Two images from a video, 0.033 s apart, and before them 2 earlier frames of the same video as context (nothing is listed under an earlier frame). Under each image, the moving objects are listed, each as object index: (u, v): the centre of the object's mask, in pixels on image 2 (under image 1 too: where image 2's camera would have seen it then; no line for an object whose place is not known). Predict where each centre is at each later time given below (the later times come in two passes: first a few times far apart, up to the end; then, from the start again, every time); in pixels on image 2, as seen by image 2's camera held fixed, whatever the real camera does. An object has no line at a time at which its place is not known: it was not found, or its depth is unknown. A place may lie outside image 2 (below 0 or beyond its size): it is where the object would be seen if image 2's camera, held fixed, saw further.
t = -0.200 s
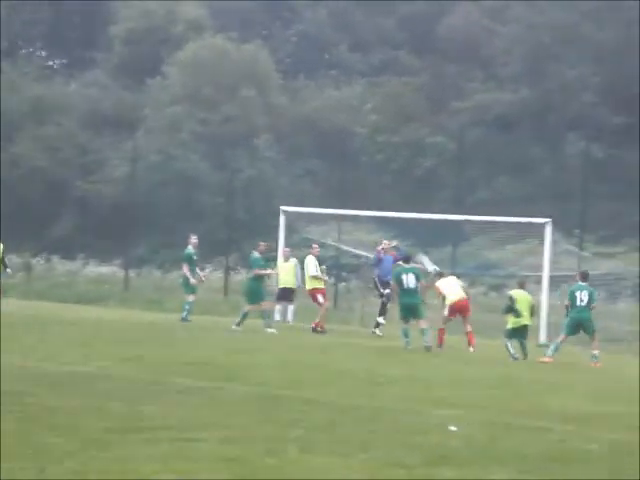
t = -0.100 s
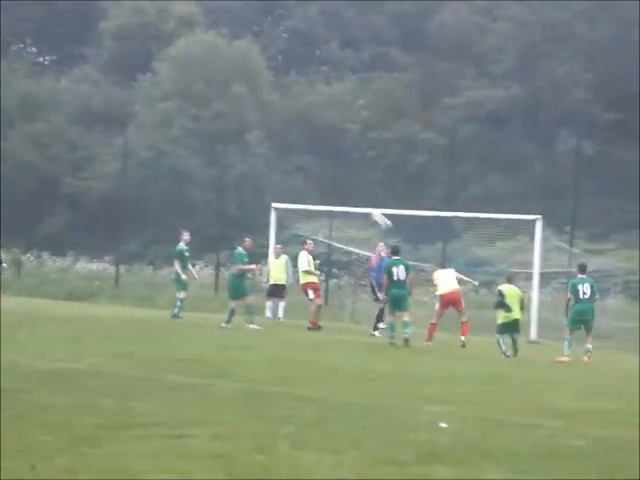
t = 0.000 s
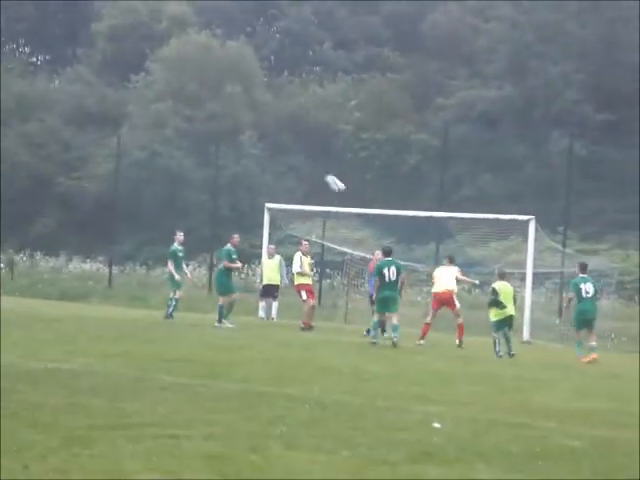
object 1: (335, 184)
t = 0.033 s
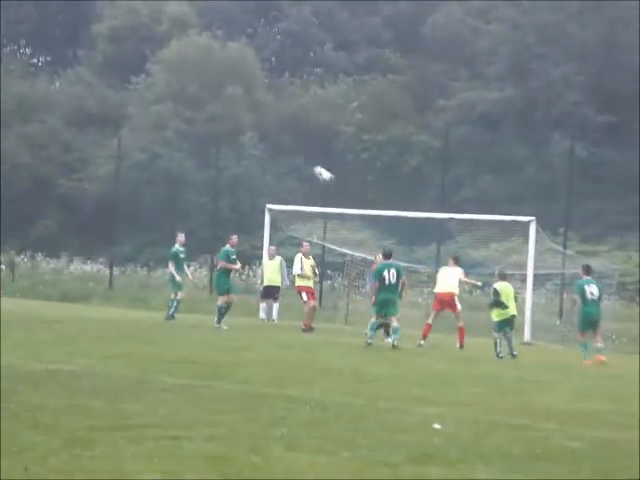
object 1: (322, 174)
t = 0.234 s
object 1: (247, 122)
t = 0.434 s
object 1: (170, 93)
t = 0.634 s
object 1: (92, 85)
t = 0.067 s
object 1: (310, 164)
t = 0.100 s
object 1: (298, 154)
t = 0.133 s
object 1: (285, 145)
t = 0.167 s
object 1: (272, 137)
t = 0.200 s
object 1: (259, 129)
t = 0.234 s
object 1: (247, 122)
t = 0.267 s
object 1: (234, 116)
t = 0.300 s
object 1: (221, 110)
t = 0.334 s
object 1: (209, 104)
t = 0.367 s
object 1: (196, 100)
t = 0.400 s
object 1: (183, 96)
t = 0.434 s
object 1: (170, 93)
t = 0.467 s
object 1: (157, 90)
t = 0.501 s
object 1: (144, 87)
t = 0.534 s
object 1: (132, 86)
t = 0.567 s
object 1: (118, 85)
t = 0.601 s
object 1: (105, 85)
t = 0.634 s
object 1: (92, 85)
